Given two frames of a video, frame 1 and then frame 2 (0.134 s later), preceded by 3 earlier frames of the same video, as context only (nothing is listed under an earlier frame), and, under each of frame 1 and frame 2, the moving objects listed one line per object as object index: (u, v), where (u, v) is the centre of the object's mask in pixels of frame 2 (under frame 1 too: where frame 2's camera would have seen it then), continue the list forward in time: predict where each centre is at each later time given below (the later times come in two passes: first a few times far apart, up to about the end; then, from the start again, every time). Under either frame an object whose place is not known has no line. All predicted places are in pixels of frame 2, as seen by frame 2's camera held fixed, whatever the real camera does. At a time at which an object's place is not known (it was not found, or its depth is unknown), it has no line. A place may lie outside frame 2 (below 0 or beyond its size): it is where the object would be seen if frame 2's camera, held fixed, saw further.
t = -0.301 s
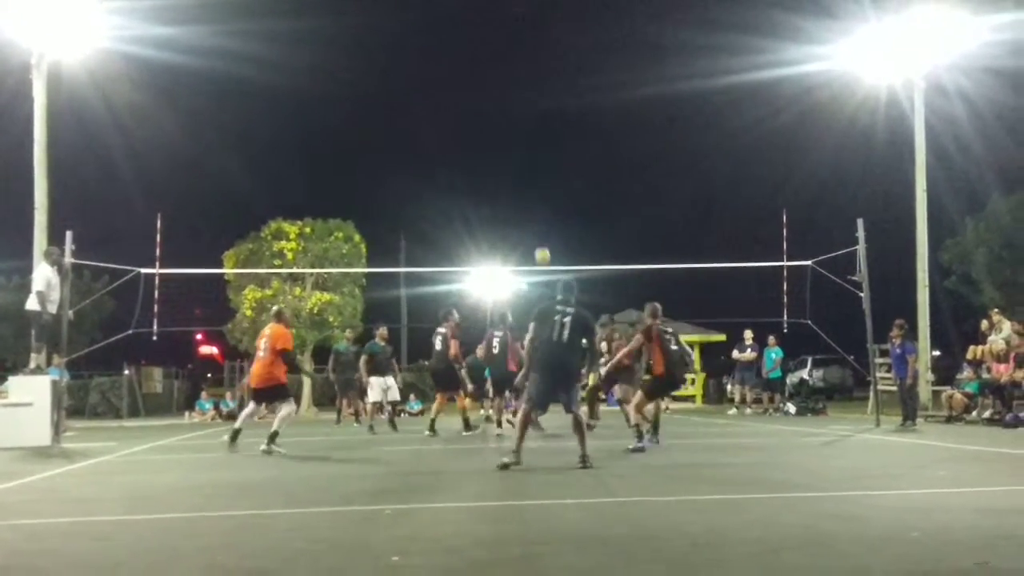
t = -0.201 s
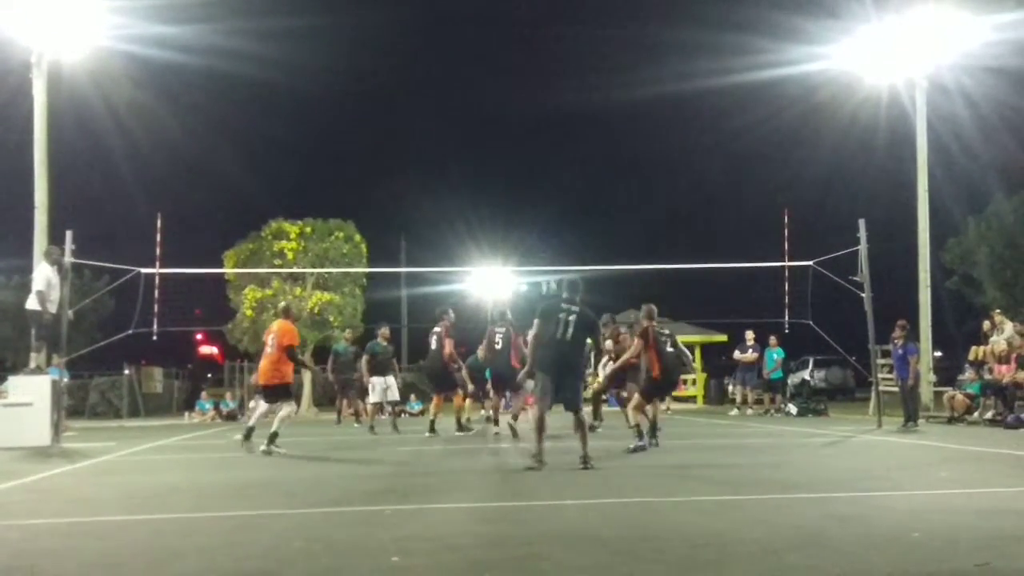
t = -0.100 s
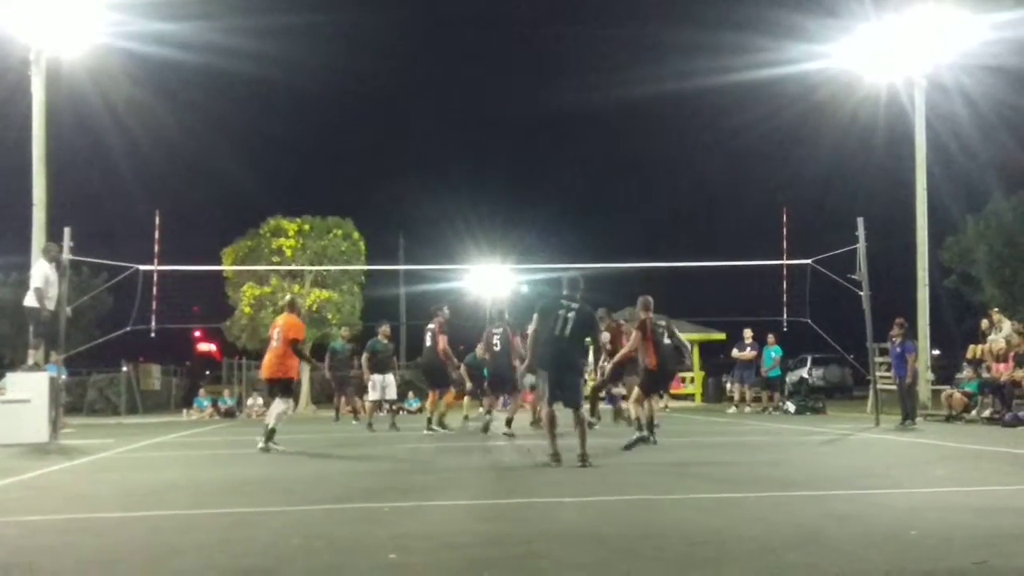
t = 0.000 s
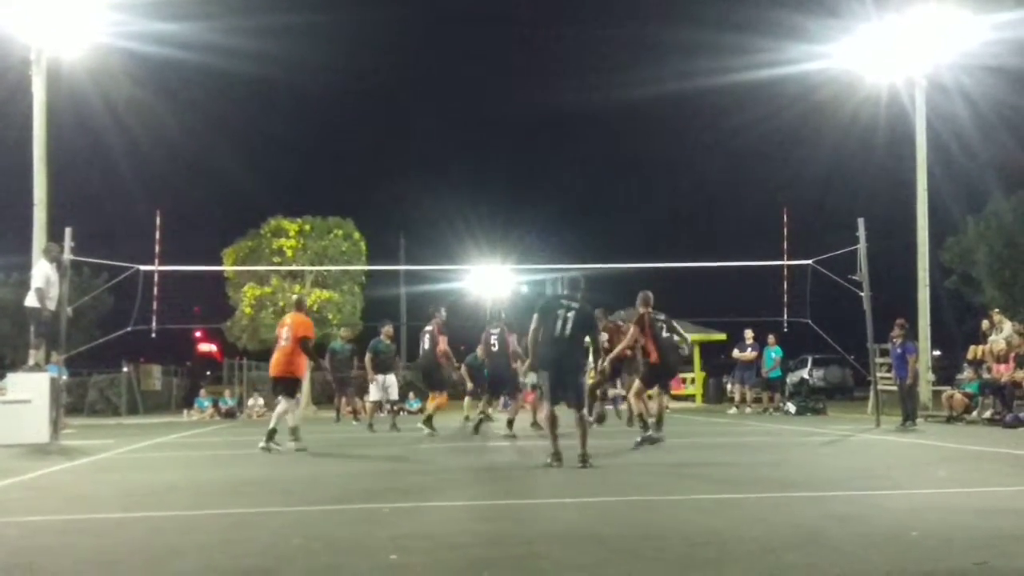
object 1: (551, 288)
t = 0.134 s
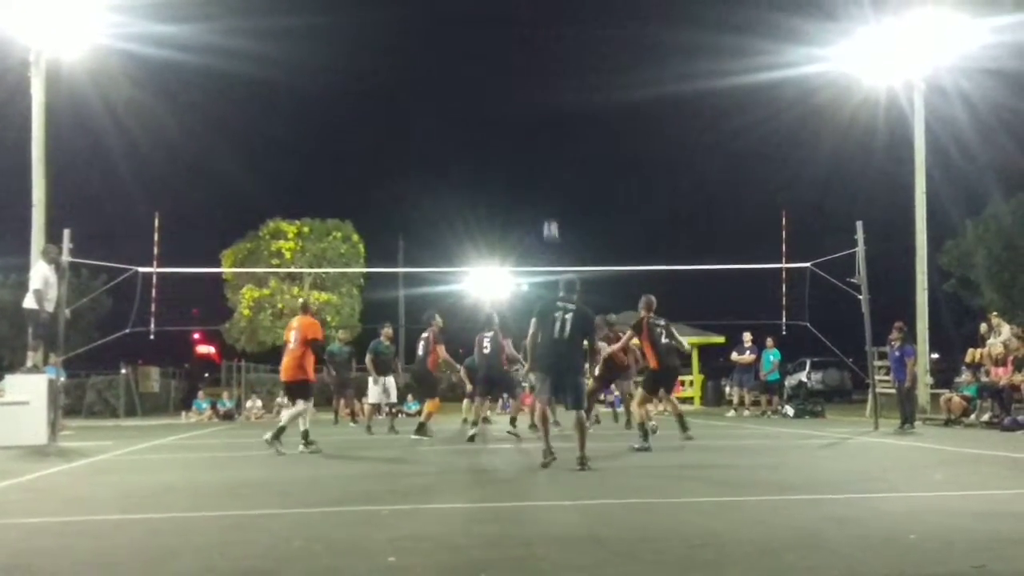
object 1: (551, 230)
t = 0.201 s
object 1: (550, 205)
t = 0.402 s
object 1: (548, 150)
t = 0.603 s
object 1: (547, 120)
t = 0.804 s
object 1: (547, 117)
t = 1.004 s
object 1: (547, 141)
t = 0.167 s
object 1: (550, 218)
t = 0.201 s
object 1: (550, 205)
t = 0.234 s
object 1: (549, 193)
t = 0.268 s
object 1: (549, 183)
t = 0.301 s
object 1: (549, 174)
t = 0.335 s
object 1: (549, 165)
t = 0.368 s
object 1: (548, 157)
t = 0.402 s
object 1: (548, 150)
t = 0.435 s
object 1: (548, 143)
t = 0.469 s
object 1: (548, 137)
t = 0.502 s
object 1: (548, 132)
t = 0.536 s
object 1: (547, 127)
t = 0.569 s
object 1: (547, 123)
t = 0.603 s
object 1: (547, 120)
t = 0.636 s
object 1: (547, 117)
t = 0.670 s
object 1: (546, 116)
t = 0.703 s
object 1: (547, 115)
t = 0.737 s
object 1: (547, 115)
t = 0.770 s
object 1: (546, 116)
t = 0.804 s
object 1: (547, 117)
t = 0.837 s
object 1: (547, 119)
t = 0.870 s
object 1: (547, 122)
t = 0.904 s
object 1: (547, 126)
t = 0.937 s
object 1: (547, 130)
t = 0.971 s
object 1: (547, 135)
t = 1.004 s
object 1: (547, 141)
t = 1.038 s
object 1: (547, 147)
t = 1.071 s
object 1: (547, 155)
